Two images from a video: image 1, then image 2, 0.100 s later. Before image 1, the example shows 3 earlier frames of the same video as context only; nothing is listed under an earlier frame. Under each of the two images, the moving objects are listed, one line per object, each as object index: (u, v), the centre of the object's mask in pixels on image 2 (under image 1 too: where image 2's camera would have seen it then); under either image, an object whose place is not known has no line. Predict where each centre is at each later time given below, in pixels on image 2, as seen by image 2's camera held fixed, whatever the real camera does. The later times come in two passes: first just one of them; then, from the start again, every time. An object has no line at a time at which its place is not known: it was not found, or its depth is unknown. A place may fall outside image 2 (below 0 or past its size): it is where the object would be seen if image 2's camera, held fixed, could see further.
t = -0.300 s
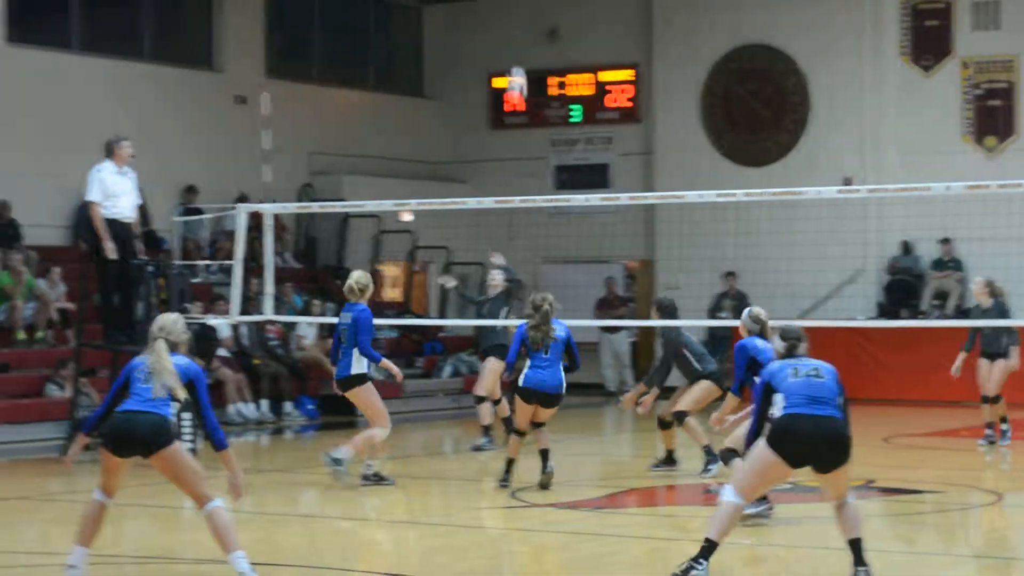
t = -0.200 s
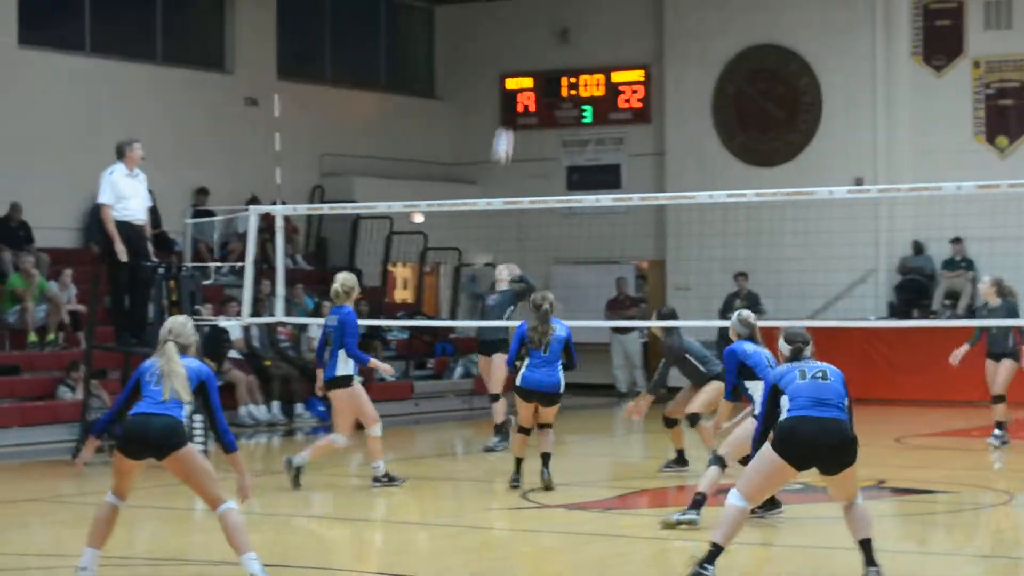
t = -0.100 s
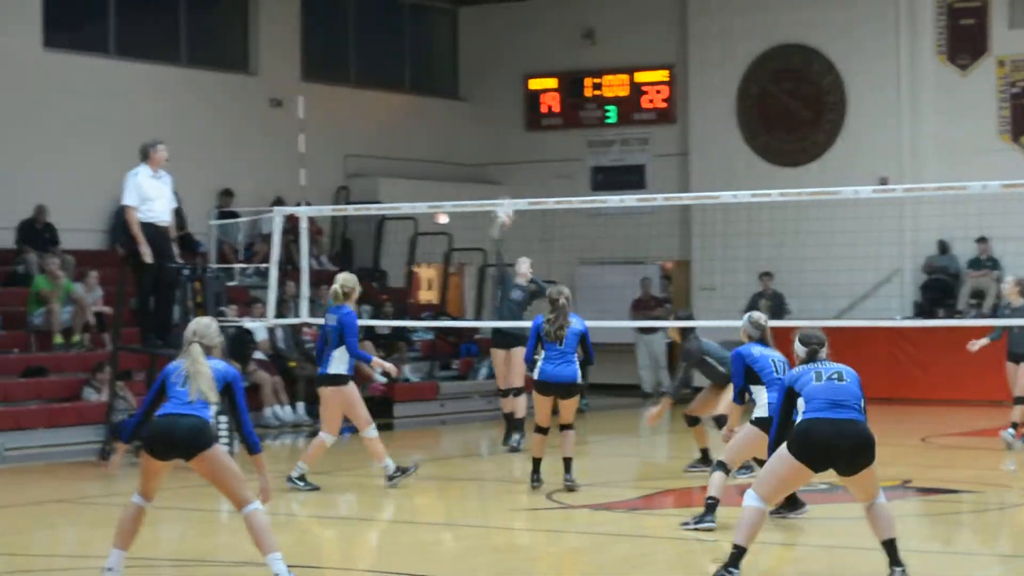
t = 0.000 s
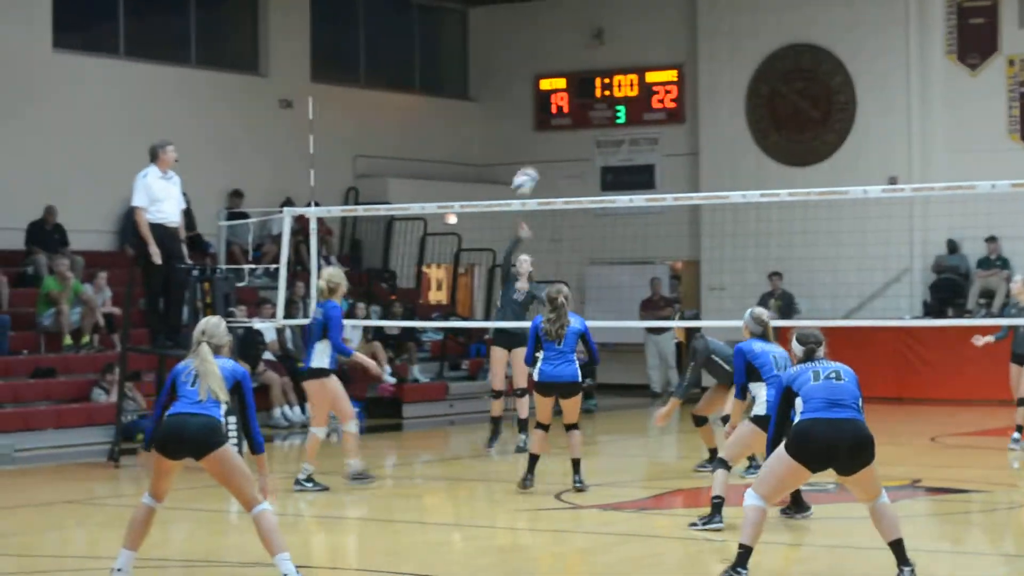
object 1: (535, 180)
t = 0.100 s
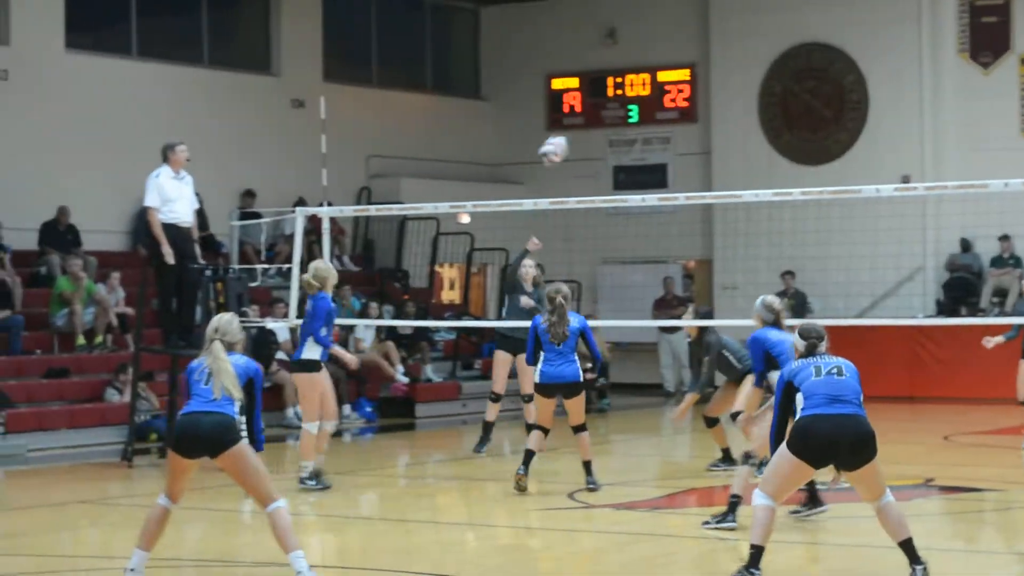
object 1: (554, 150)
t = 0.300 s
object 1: (599, 126)
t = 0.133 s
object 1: (561, 141)
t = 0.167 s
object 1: (568, 136)
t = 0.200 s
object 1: (576, 132)
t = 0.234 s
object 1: (583, 127)
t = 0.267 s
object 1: (590, 125)
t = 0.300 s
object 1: (599, 126)
